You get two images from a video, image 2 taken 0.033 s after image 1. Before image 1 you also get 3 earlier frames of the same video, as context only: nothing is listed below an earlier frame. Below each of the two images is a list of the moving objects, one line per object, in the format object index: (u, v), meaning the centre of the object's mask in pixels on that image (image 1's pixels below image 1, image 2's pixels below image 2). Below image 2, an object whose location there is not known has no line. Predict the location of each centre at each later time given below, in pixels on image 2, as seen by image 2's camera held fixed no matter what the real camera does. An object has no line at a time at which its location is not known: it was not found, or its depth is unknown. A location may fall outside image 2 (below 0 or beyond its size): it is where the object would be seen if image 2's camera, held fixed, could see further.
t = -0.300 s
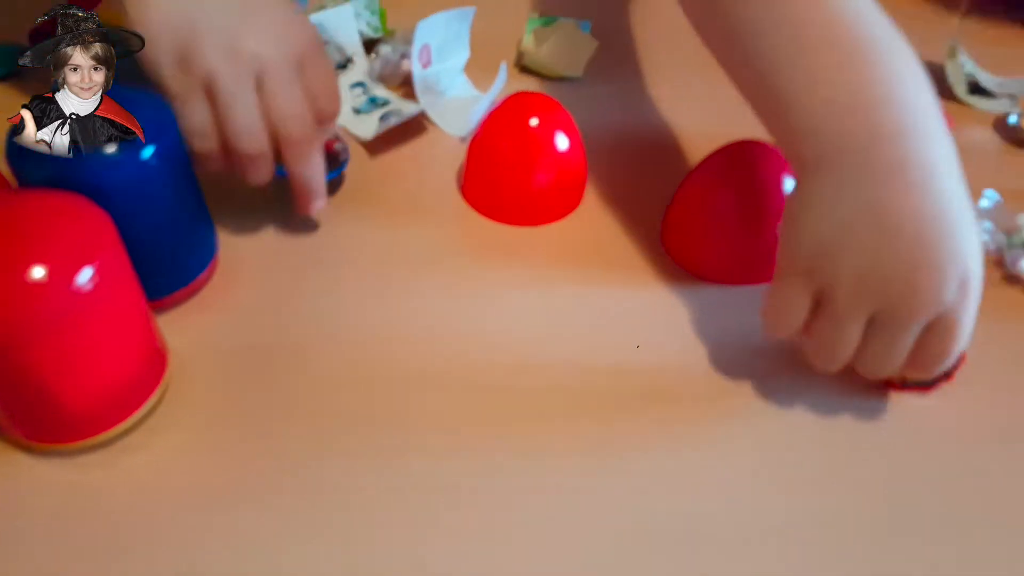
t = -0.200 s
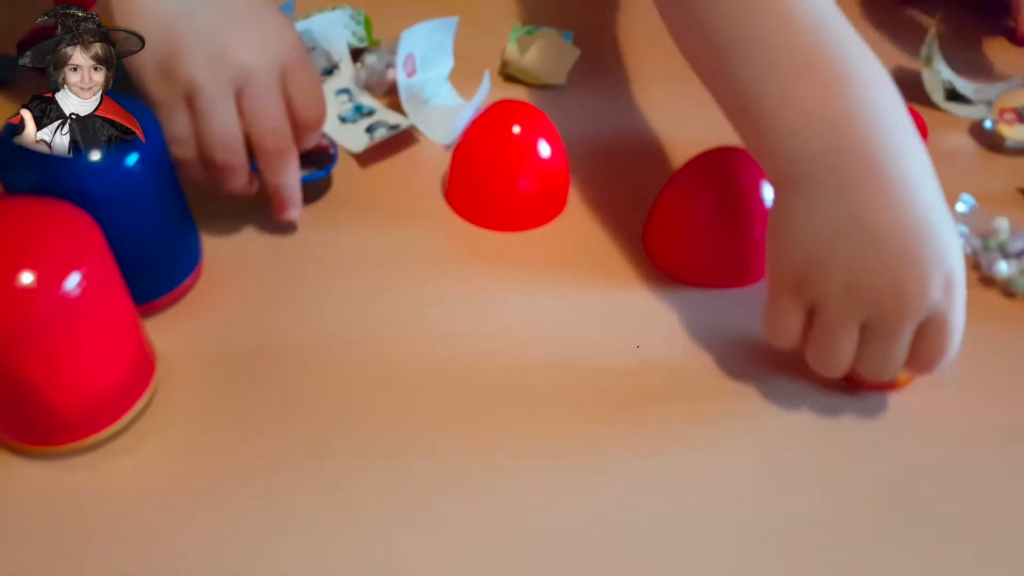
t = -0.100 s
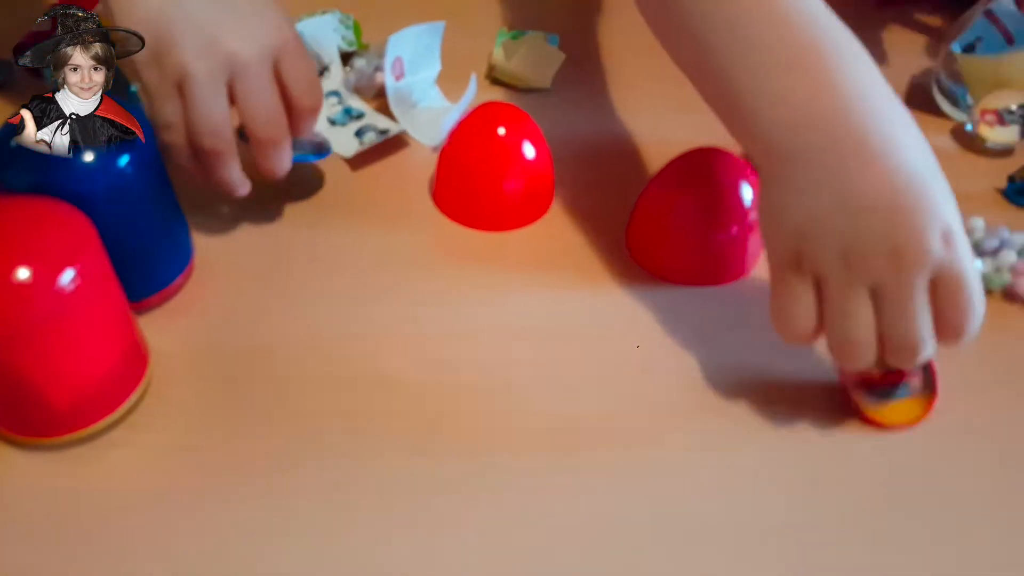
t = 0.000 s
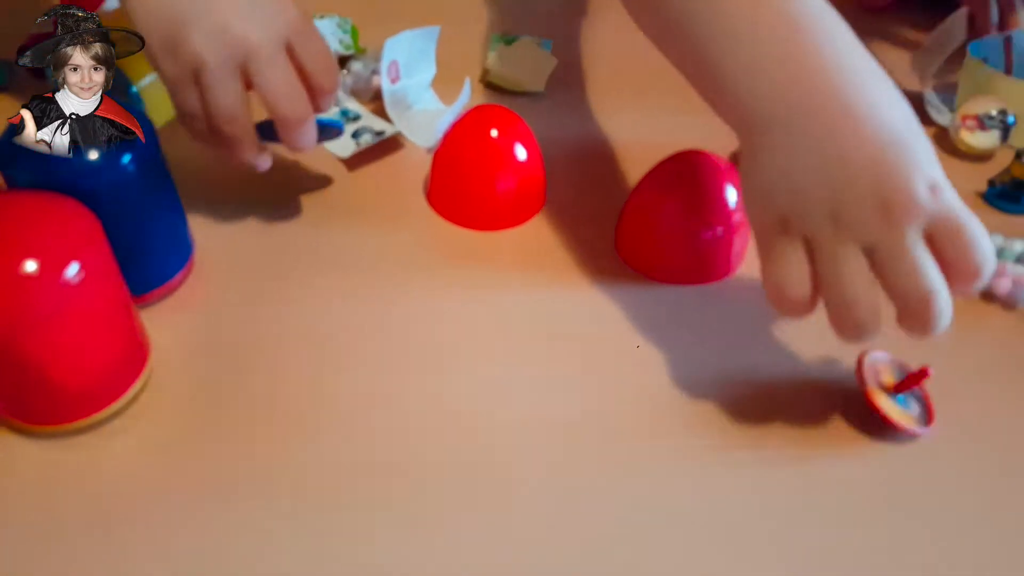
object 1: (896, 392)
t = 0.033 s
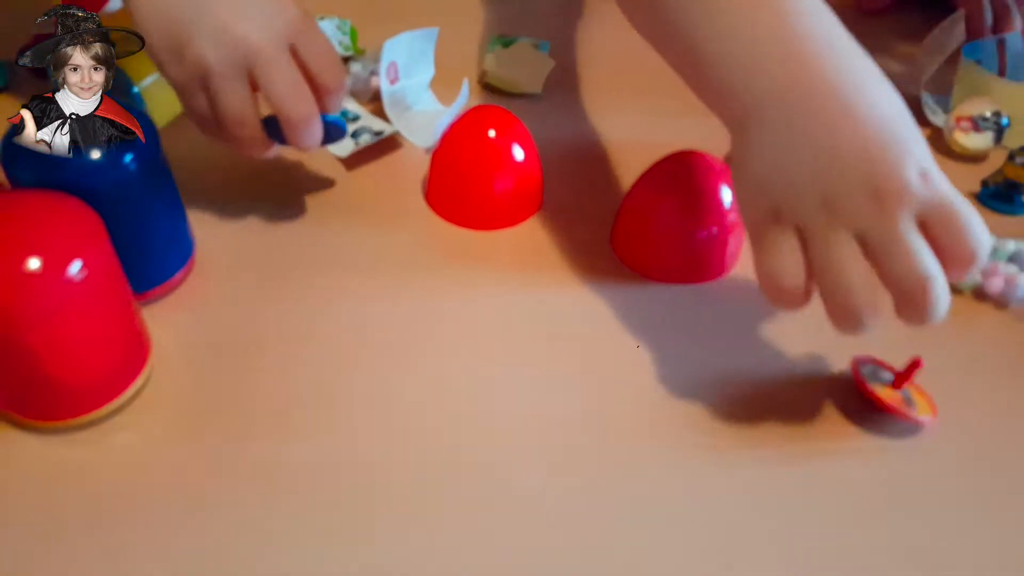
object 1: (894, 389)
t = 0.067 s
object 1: (896, 388)
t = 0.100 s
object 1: (896, 386)
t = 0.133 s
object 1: (894, 383)
